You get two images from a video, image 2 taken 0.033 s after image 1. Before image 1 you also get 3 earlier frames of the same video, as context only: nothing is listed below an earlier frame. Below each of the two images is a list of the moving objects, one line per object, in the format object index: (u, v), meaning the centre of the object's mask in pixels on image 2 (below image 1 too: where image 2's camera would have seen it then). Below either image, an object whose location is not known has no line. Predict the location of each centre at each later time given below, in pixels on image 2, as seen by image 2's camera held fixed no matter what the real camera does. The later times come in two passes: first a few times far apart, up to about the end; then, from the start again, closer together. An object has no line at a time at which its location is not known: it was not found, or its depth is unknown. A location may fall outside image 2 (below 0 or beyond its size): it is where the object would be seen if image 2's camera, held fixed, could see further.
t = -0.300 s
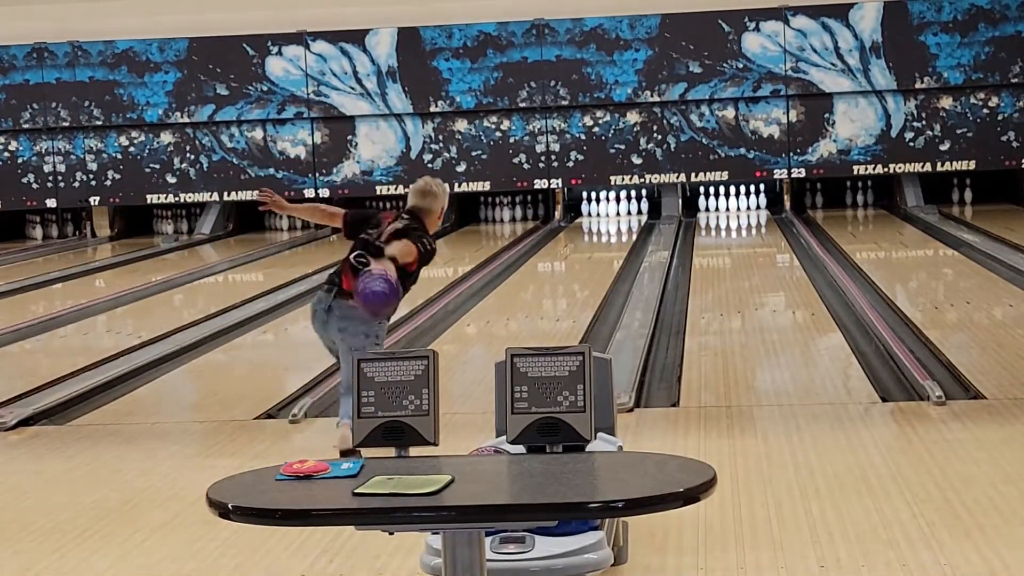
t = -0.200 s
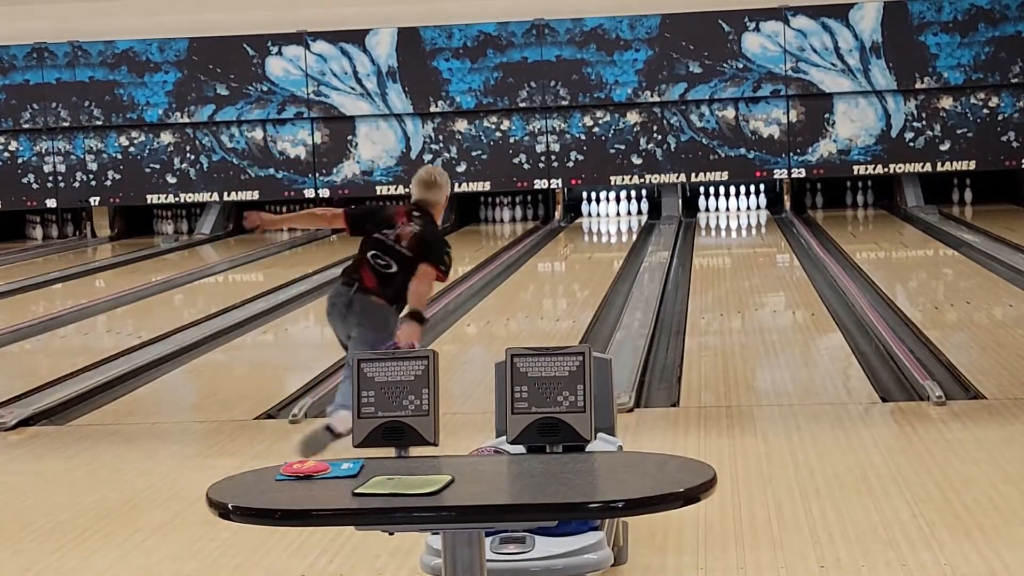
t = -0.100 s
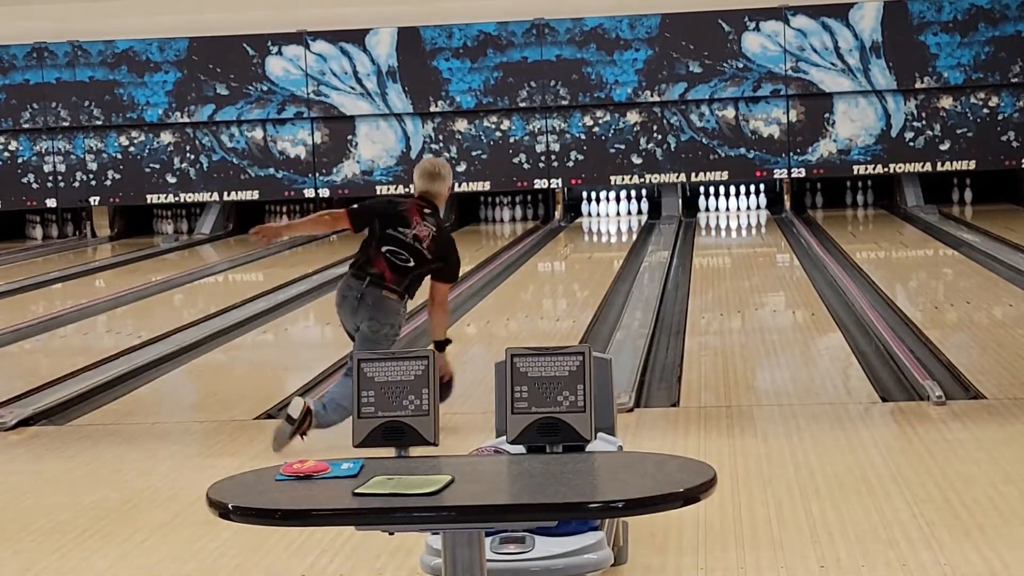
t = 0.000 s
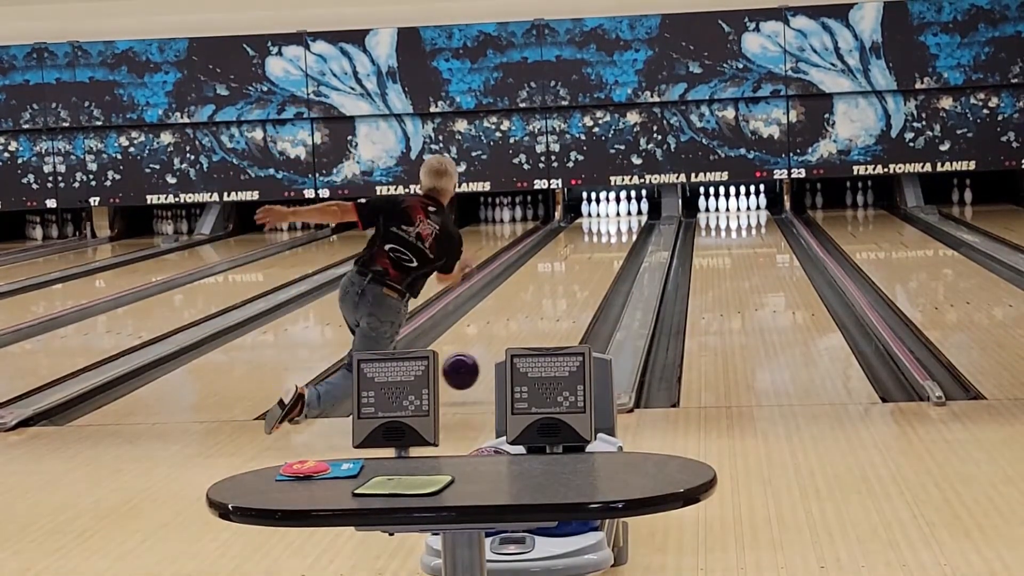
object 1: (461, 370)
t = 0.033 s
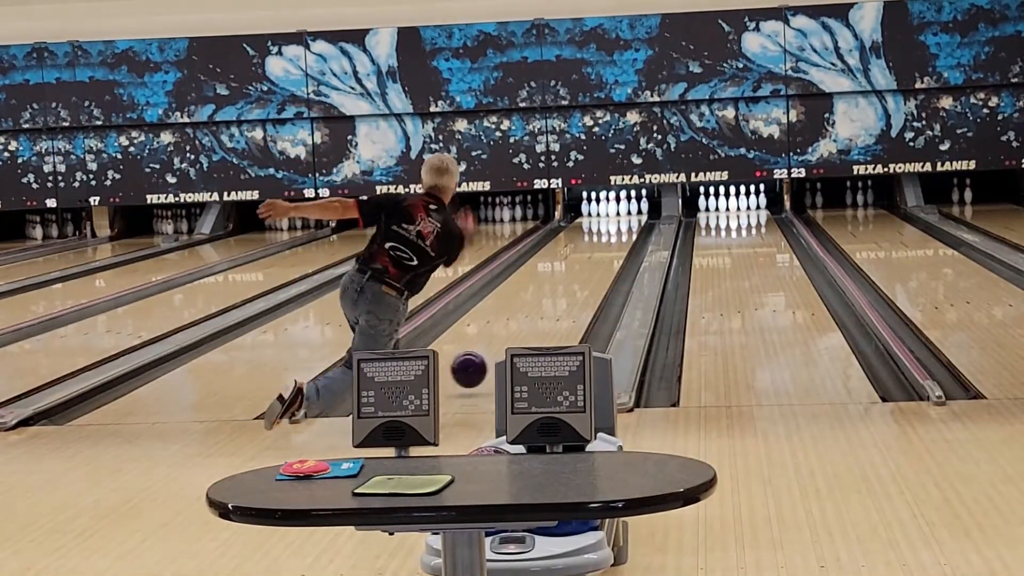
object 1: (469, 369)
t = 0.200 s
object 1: (502, 342)
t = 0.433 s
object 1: (540, 312)
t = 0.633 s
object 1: (564, 290)
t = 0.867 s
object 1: (585, 270)
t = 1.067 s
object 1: (599, 257)
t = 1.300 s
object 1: (610, 244)
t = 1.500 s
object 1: (617, 235)
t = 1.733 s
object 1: (622, 226)
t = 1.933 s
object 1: (624, 220)
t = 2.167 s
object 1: (623, 214)
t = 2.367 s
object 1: (624, 209)
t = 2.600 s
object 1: (623, 208)
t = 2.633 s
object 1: (623, 208)
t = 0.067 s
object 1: (477, 370)
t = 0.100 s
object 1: (483, 362)
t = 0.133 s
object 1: (489, 355)
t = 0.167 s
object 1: (495, 348)
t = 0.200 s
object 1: (502, 342)
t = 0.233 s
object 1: (509, 337)
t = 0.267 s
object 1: (516, 333)
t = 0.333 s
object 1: (526, 324)
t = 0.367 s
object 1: (531, 320)
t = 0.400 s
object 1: (536, 316)
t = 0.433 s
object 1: (540, 312)
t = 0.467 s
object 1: (545, 308)
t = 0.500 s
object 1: (549, 304)
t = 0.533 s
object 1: (553, 300)
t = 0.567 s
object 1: (557, 297)
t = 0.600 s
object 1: (560, 293)
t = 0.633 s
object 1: (564, 290)
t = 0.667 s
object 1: (567, 287)
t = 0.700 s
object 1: (571, 284)
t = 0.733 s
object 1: (574, 281)
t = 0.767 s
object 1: (577, 279)
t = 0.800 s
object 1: (579, 276)
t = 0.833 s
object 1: (582, 273)
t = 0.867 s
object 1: (585, 270)
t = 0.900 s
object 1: (587, 268)
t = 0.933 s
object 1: (590, 266)
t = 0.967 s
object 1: (592, 264)
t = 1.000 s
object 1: (594, 261)
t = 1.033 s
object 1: (596, 259)
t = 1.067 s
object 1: (599, 257)
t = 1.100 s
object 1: (600, 255)
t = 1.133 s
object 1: (603, 253)
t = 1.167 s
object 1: (603, 252)
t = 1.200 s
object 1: (605, 250)
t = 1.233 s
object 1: (607, 248)
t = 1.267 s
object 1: (608, 246)
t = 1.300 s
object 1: (610, 244)
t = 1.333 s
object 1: (611, 243)
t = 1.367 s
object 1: (613, 241)
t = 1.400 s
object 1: (614, 239)
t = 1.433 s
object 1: (615, 238)
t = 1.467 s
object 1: (616, 236)
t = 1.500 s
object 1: (617, 235)
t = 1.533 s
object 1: (618, 233)
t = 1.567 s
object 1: (619, 232)
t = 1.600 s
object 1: (620, 231)
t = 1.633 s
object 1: (621, 229)
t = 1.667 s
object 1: (622, 228)
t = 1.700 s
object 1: (622, 227)
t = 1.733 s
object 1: (622, 226)
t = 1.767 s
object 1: (623, 225)
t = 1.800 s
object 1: (623, 224)
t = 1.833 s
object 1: (623, 223)
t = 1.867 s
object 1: (623, 222)
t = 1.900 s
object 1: (624, 221)
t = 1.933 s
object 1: (624, 220)
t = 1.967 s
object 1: (624, 219)
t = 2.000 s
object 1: (624, 218)
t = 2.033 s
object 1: (624, 217)
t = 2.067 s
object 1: (624, 216)
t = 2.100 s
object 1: (624, 216)
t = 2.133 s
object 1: (624, 215)
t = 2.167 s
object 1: (623, 214)
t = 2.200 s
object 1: (623, 213)
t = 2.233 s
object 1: (623, 212)
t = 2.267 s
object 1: (622, 211)
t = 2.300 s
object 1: (622, 211)
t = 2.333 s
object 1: (623, 210)
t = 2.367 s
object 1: (624, 209)
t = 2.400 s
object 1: (624, 209)
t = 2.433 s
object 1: (624, 208)
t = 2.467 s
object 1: (624, 207)
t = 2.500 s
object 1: (624, 207)
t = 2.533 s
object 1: (624, 207)
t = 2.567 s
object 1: (623, 207)
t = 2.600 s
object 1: (623, 208)
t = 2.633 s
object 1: (623, 208)
